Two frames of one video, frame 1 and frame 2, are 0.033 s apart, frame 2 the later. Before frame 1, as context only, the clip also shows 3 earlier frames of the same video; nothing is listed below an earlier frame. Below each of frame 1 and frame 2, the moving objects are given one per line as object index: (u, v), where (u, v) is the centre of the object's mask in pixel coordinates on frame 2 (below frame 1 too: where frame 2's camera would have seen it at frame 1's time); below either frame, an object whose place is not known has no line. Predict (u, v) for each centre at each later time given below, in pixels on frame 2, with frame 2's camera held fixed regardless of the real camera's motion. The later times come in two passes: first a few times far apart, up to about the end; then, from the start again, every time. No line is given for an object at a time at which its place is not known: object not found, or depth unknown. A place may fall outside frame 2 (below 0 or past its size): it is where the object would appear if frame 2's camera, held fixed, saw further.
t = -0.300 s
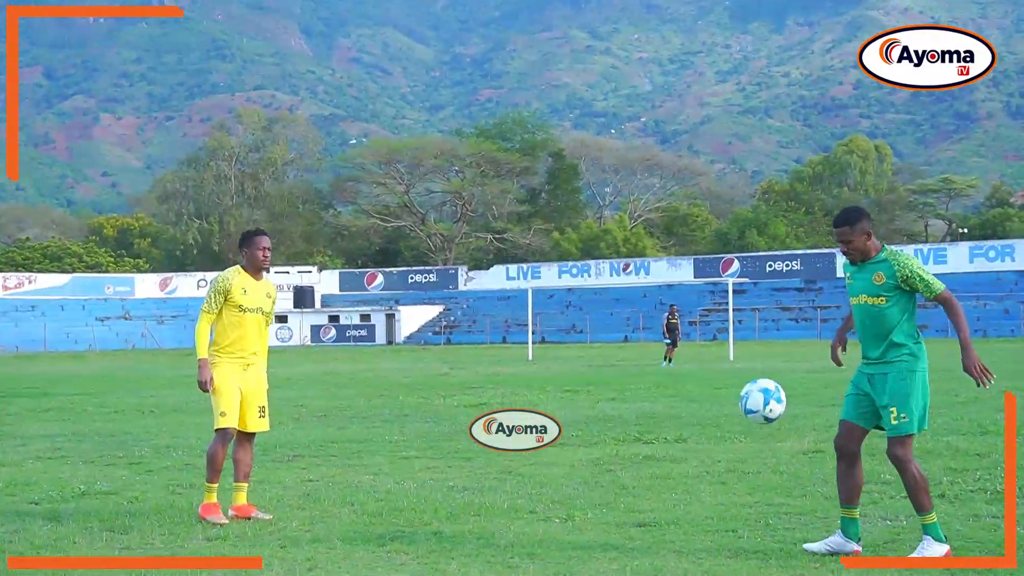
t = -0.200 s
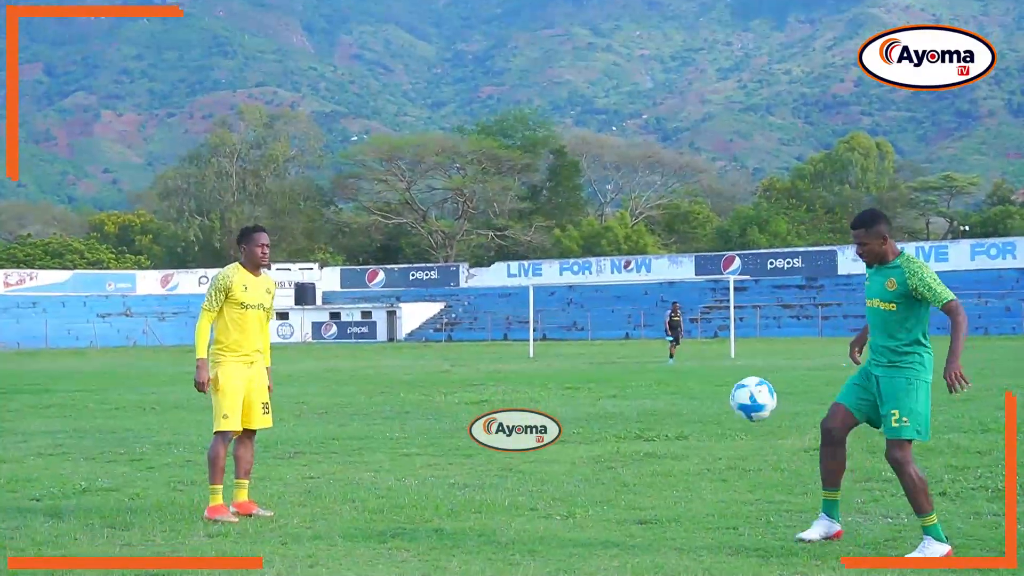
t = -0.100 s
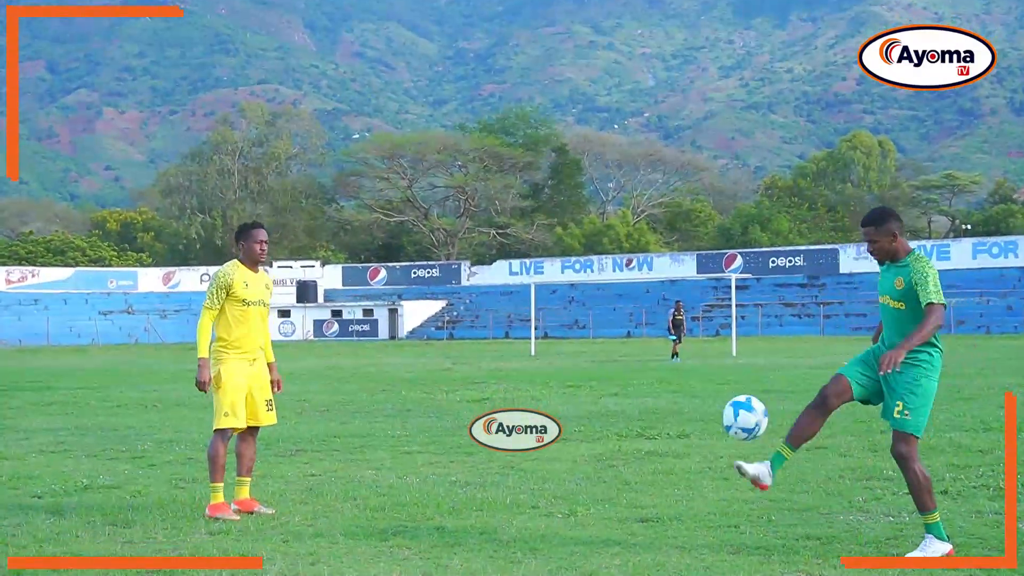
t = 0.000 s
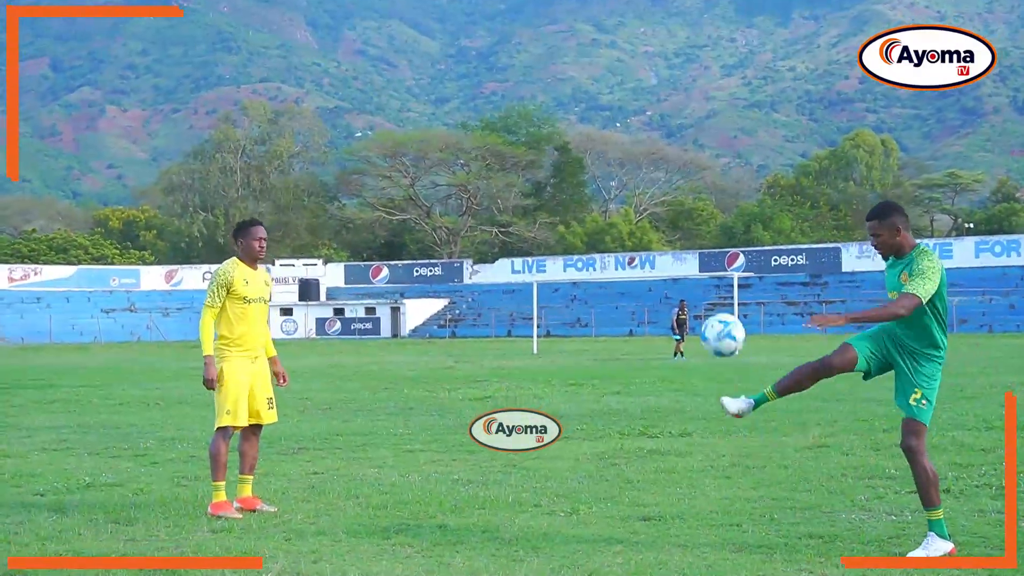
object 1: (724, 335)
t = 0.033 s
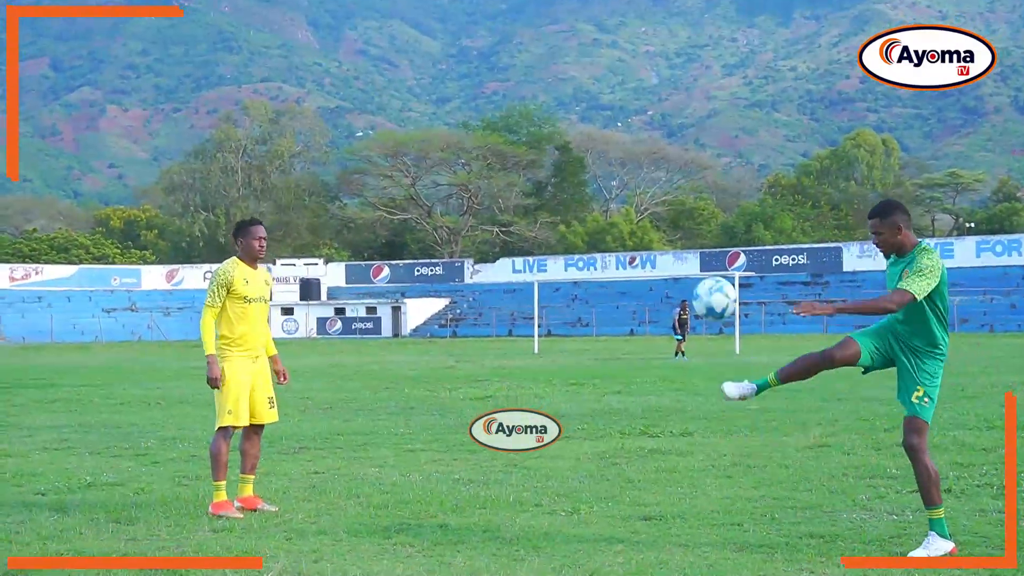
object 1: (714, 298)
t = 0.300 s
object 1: (645, 99)
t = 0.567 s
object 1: (585, 42)
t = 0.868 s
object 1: (525, 127)
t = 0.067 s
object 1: (705, 265)
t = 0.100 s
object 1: (696, 234)
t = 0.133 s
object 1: (688, 205)
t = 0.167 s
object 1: (679, 179)
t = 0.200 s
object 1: (670, 155)
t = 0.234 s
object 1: (662, 135)
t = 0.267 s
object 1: (654, 116)
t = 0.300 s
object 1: (645, 99)
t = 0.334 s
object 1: (637, 85)
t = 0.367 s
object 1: (629, 72)
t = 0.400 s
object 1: (621, 62)
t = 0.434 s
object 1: (614, 54)
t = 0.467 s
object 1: (606, 48)
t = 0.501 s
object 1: (599, 44)
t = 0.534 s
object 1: (592, 42)
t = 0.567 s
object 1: (585, 42)
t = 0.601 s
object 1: (578, 44)
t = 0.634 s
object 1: (570, 48)
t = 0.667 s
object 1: (564, 54)
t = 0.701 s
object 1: (557, 62)
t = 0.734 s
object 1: (550, 72)
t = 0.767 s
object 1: (544, 83)
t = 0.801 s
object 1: (538, 96)
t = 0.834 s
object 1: (531, 111)
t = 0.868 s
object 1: (525, 127)
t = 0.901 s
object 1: (519, 145)
